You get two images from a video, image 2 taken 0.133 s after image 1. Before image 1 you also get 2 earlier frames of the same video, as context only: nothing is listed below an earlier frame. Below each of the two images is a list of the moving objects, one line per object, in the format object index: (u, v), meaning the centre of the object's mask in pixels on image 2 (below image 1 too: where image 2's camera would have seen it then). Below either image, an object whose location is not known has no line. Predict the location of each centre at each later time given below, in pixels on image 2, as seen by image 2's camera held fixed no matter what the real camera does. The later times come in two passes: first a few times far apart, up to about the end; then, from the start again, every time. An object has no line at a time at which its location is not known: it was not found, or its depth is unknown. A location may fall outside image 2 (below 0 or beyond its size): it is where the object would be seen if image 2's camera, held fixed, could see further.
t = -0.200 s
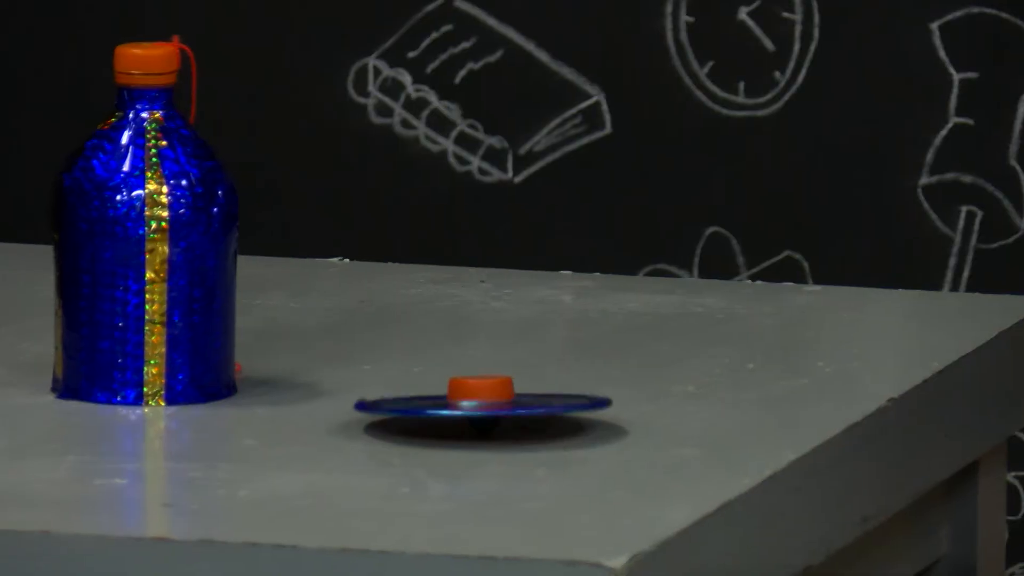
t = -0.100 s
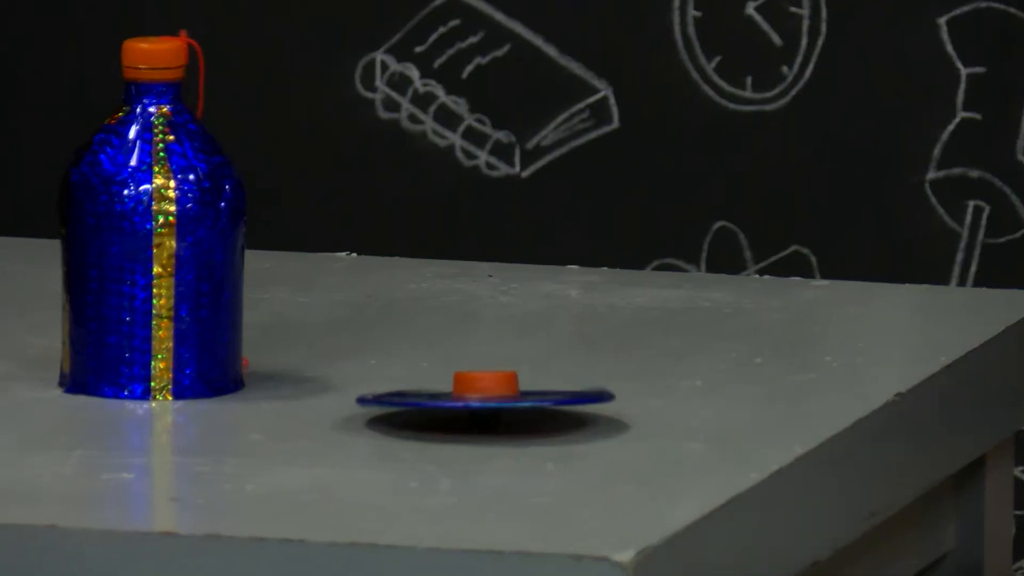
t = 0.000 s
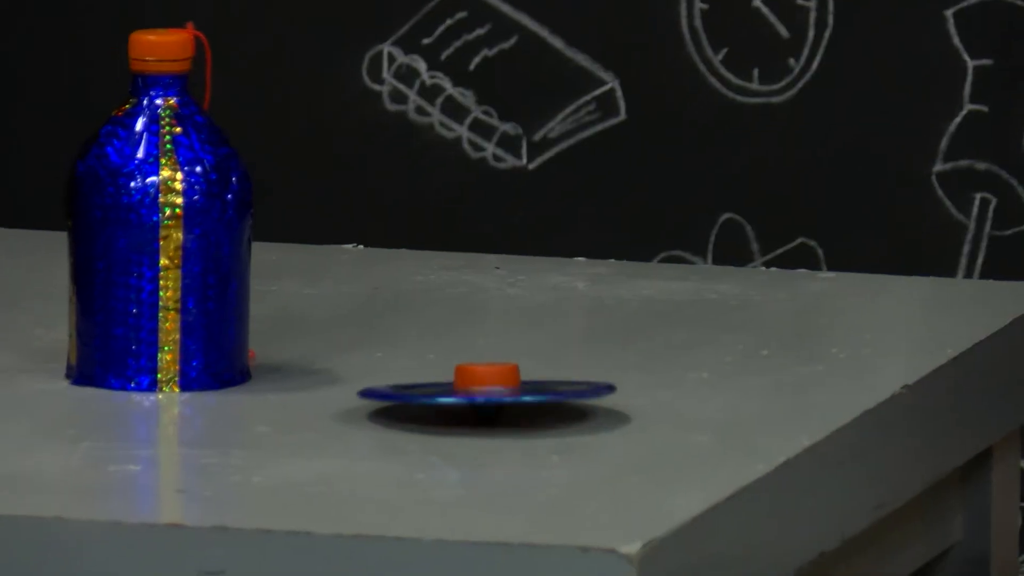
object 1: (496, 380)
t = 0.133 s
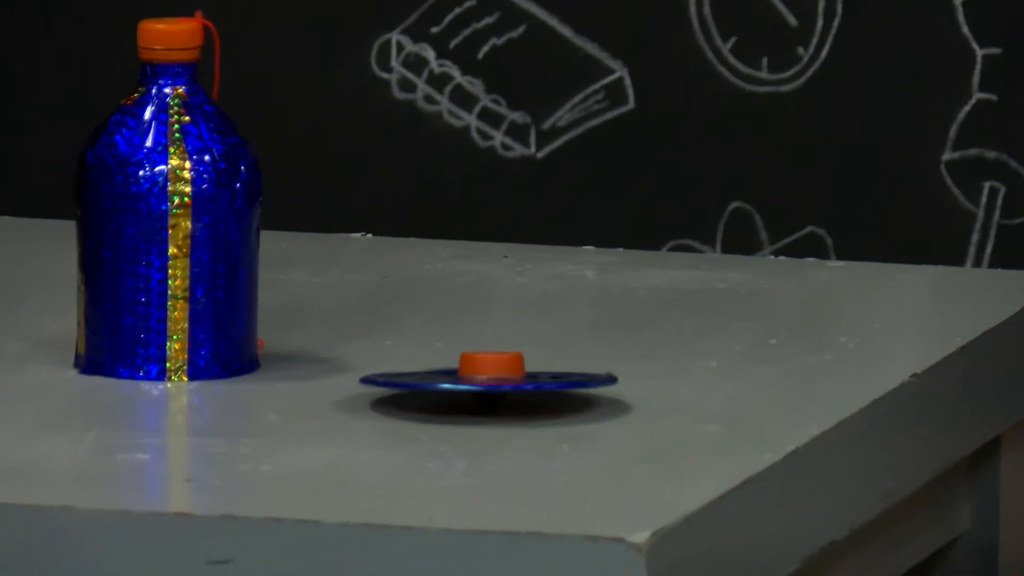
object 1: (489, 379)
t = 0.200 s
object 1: (489, 379)
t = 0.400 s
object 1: (479, 379)
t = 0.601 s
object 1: (470, 378)
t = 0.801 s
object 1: (460, 378)
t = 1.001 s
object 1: (453, 376)
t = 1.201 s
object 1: (447, 377)
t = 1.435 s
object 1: (441, 377)
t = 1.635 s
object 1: (437, 376)
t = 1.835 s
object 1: (435, 376)
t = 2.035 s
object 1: (434, 376)
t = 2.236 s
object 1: (436, 376)
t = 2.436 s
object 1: (436, 376)
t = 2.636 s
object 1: (438, 375)
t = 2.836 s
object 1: (439, 375)
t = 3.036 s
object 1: (441, 375)
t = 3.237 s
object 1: (442, 376)
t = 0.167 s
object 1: (490, 379)
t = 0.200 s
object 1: (489, 379)
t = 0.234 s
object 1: (485, 379)
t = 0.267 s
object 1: (481, 379)
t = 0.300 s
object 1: (482, 379)
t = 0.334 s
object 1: (480, 379)
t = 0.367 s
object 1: (479, 379)
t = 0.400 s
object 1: (479, 379)
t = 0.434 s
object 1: (477, 379)
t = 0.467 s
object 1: (473, 378)
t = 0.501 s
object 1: (471, 378)
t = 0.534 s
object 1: (471, 378)
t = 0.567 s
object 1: (470, 378)
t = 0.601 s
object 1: (470, 378)
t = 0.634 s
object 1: (468, 379)
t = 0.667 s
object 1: (466, 379)
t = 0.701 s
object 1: (462, 377)
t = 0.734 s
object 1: (462, 378)
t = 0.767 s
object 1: (462, 377)
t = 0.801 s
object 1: (460, 378)
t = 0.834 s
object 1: (461, 378)
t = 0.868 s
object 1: (459, 378)
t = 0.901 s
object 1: (456, 378)
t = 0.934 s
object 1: (453, 377)
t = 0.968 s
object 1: (454, 377)
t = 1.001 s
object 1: (453, 376)
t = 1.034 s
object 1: (451, 377)
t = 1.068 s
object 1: (451, 377)
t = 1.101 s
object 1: (450, 377)
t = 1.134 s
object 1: (448, 377)
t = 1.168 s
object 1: (446, 377)
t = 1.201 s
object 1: (447, 377)
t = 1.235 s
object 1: (445, 376)
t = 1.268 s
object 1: (446, 377)
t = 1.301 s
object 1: (444, 377)
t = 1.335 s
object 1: (443, 377)
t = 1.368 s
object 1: (440, 376)
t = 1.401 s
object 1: (440, 376)
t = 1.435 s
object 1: (441, 377)
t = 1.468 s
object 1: (439, 376)
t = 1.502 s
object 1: (440, 376)
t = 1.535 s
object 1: (440, 376)
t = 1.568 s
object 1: (438, 377)
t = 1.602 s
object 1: (436, 377)
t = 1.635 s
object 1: (437, 376)
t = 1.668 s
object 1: (437, 376)
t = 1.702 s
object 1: (437, 377)
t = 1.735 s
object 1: (437, 377)
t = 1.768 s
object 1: (437, 376)
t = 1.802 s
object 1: (436, 376)
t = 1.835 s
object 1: (435, 376)
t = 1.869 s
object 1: (436, 376)
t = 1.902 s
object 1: (435, 376)
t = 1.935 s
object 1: (435, 375)
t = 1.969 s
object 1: (436, 376)
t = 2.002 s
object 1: (435, 377)
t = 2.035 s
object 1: (434, 376)
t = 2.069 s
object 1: (434, 375)
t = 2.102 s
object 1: (435, 375)
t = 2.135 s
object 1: (435, 375)
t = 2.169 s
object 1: (435, 376)
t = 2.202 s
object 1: (436, 376)
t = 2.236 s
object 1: (436, 376)
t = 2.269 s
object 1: (436, 375)
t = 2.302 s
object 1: (436, 376)
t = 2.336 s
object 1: (437, 375)
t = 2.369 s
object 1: (437, 375)
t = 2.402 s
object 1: (437, 376)
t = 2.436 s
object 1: (436, 376)
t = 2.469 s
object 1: (437, 376)
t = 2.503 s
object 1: (436, 376)
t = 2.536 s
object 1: (436, 375)
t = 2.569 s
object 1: (438, 376)
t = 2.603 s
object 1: (437, 376)
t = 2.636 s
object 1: (438, 375)
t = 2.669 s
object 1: (439, 376)
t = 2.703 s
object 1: (439, 376)
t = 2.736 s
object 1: (439, 376)
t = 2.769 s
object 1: (439, 375)
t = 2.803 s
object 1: (440, 375)
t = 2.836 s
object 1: (439, 375)
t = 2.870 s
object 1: (440, 375)
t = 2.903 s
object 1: (440, 375)
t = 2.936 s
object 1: (441, 376)
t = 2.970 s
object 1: (440, 375)
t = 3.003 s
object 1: (440, 375)
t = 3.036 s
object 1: (441, 375)
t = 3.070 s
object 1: (441, 375)
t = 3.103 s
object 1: (442, 375)
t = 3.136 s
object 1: (443, 376)
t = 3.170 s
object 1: (443, 376)
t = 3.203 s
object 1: (442, 375)
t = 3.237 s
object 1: (442, 376)
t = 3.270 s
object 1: (443, 375)
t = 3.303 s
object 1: (443, 375)
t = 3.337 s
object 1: (444, 376)
